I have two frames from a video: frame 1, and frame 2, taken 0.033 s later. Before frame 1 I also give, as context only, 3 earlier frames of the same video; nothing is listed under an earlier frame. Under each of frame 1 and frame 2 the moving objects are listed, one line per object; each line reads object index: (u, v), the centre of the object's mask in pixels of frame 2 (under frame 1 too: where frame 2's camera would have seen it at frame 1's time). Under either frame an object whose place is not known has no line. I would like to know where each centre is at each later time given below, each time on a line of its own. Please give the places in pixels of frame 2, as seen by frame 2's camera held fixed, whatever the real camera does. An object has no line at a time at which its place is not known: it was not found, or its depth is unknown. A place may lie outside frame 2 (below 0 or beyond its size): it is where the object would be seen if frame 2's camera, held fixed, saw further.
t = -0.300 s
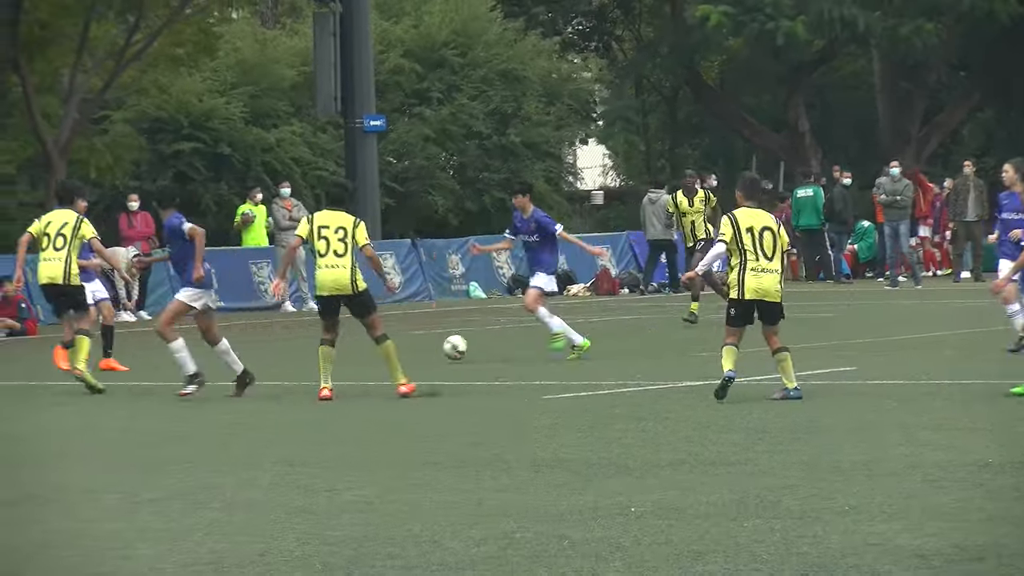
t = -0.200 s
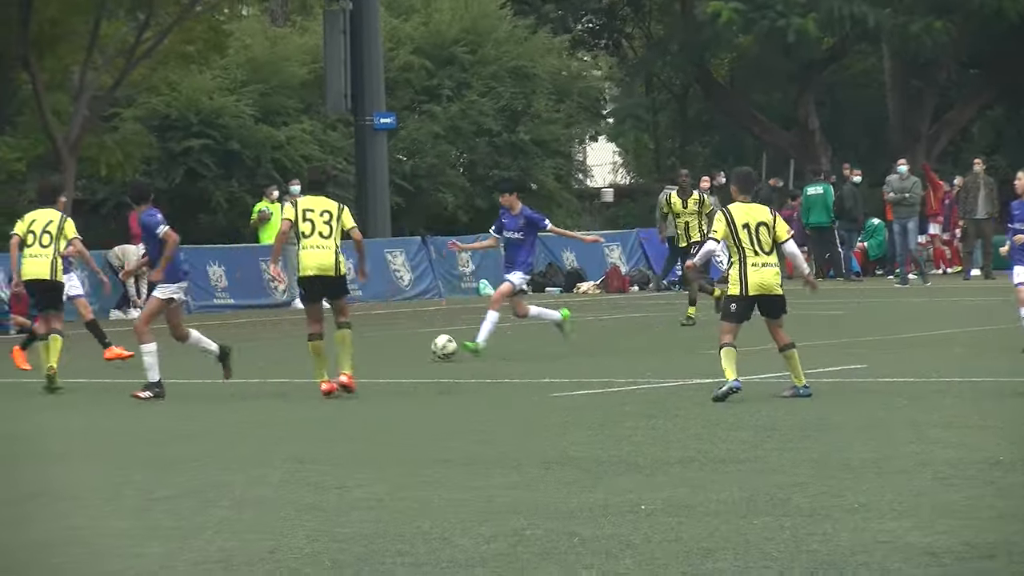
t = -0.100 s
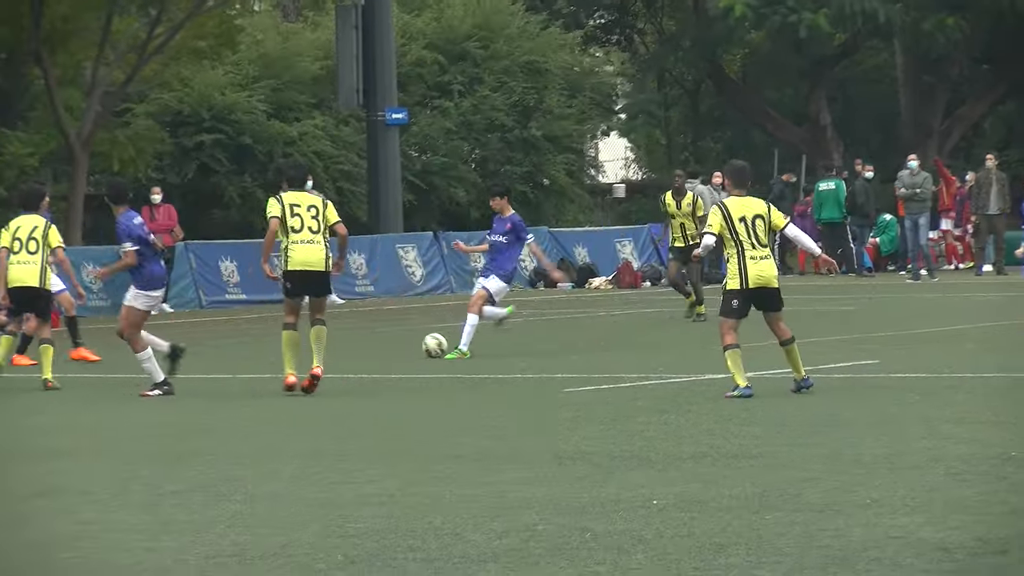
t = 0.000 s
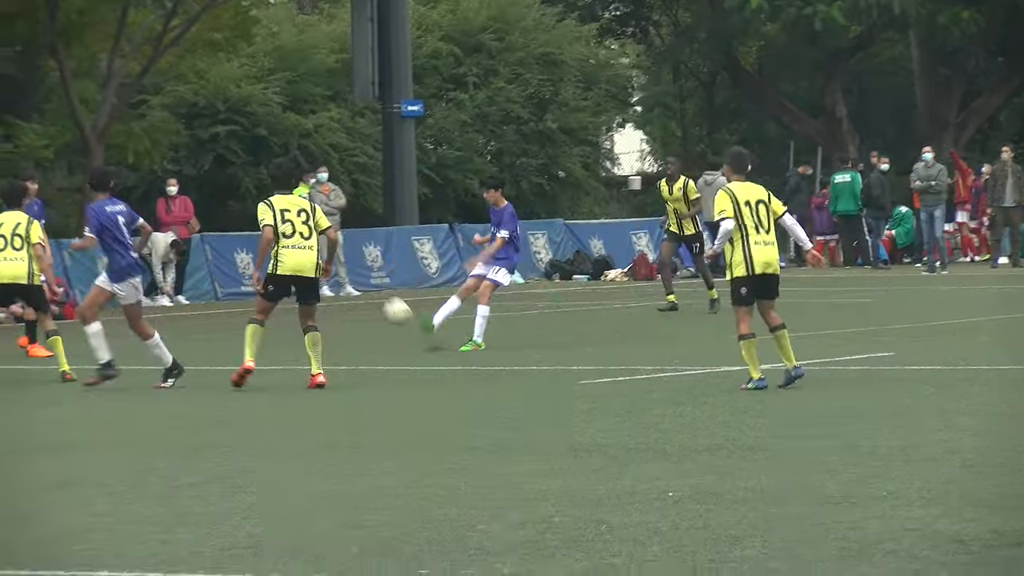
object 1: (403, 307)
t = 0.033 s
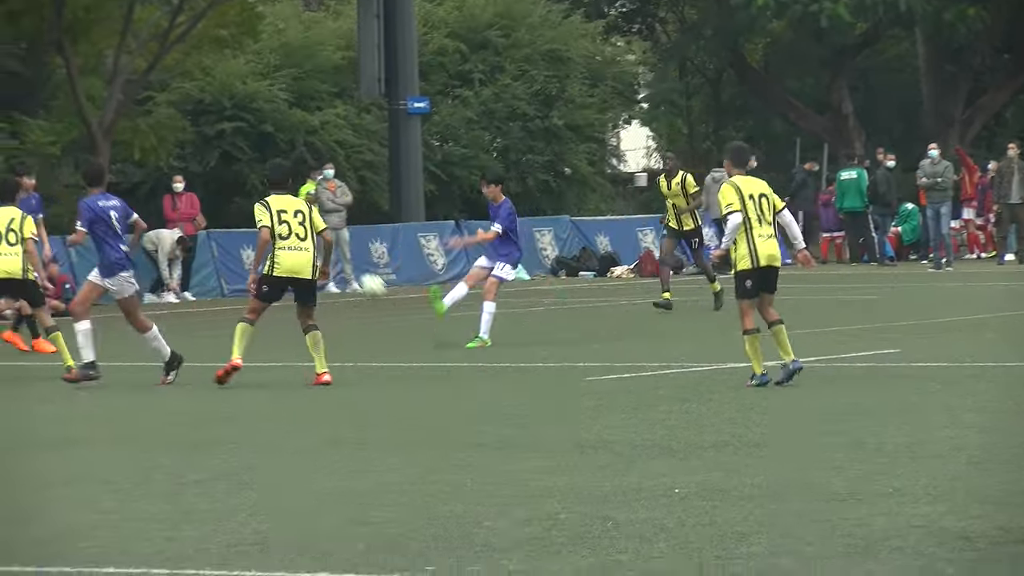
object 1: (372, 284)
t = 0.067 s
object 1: (342, 267)
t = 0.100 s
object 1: (315, 243)
